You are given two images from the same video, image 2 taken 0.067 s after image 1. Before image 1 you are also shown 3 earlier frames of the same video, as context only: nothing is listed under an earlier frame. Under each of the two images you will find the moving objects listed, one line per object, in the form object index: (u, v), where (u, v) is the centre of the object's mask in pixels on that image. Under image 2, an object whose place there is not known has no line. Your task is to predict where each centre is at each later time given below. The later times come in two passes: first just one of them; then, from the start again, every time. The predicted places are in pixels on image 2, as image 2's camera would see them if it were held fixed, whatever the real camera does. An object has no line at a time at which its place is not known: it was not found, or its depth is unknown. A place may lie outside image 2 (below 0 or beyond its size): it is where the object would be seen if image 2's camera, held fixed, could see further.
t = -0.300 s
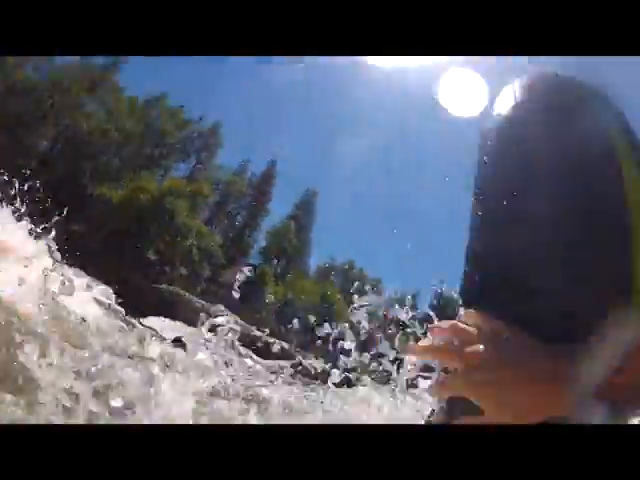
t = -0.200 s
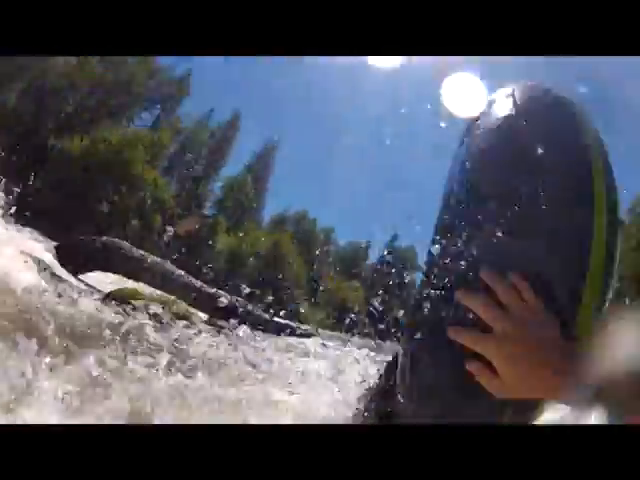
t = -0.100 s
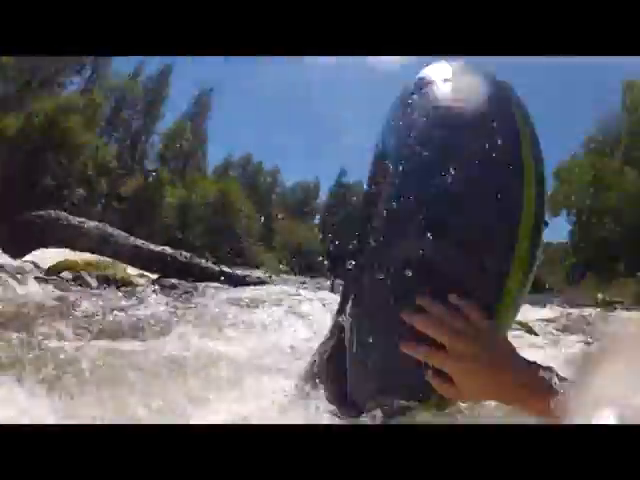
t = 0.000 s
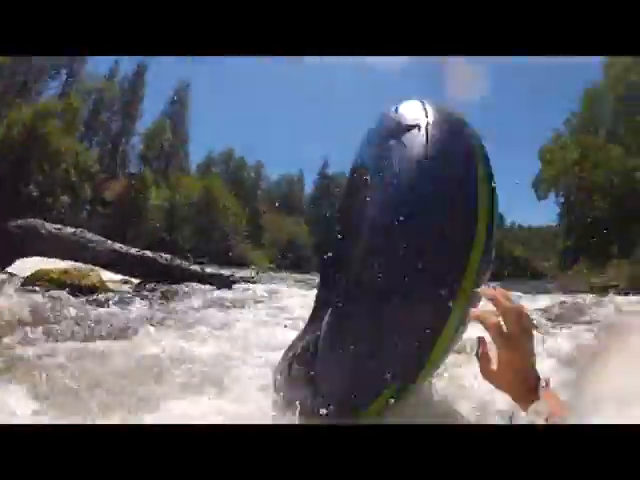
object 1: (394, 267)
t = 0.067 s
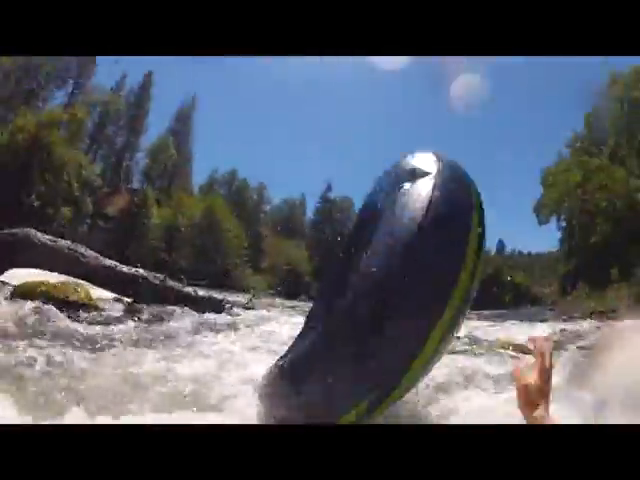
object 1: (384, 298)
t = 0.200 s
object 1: (372, 320)
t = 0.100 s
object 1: (380, 303)
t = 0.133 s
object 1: (379, 307)
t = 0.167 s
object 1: (376, 317)
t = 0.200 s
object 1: (372, 320)
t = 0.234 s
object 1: (370, 325)
